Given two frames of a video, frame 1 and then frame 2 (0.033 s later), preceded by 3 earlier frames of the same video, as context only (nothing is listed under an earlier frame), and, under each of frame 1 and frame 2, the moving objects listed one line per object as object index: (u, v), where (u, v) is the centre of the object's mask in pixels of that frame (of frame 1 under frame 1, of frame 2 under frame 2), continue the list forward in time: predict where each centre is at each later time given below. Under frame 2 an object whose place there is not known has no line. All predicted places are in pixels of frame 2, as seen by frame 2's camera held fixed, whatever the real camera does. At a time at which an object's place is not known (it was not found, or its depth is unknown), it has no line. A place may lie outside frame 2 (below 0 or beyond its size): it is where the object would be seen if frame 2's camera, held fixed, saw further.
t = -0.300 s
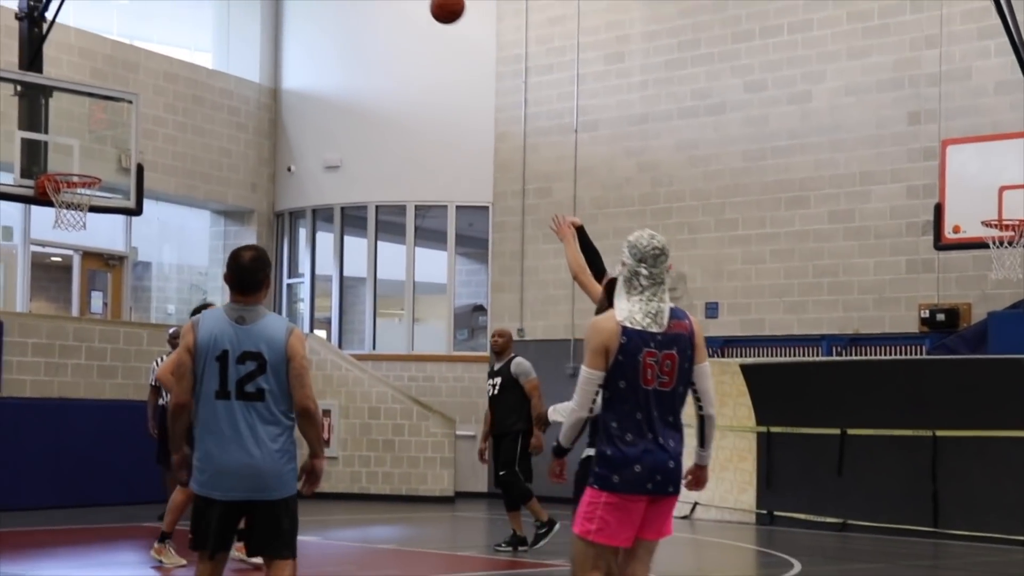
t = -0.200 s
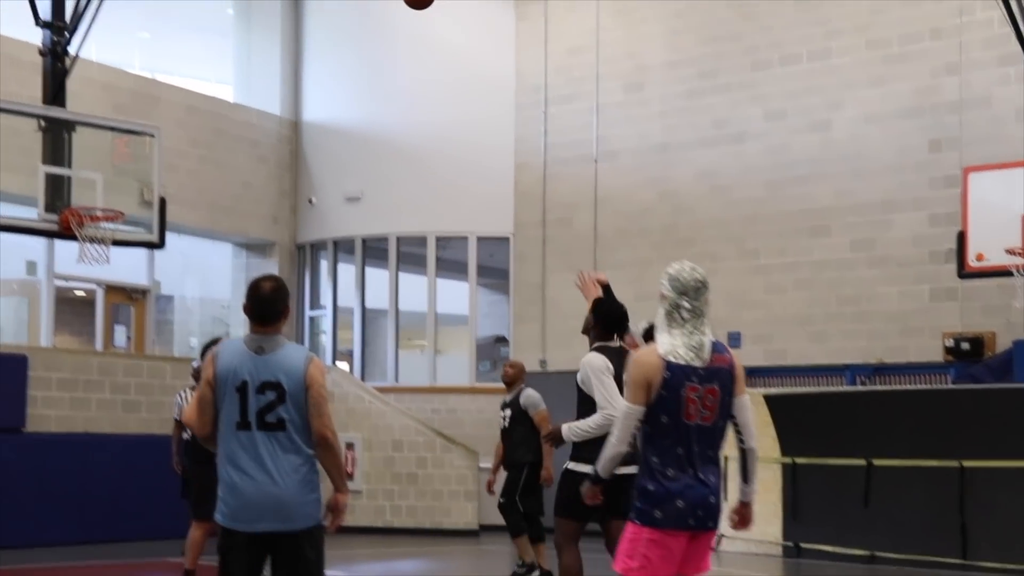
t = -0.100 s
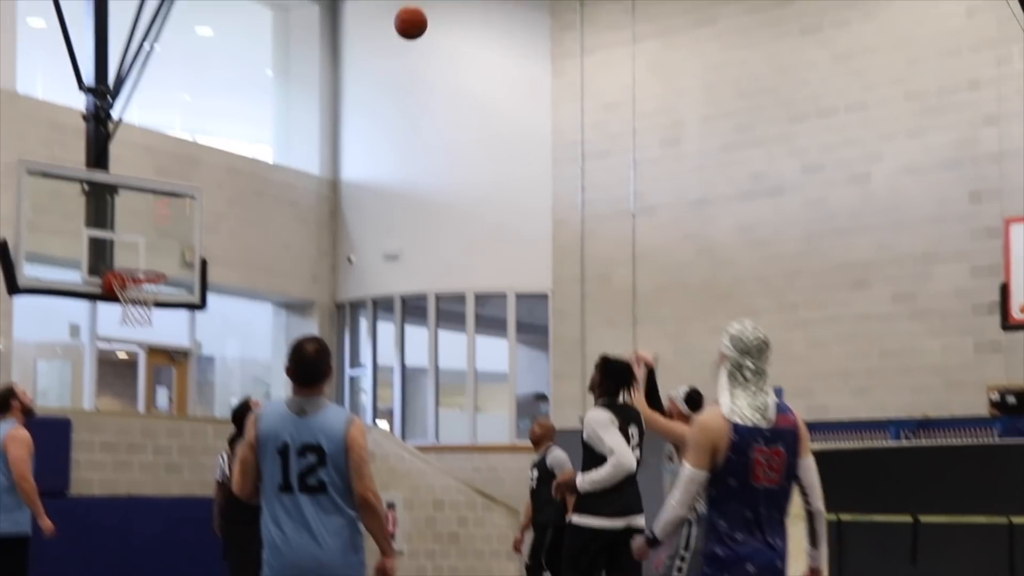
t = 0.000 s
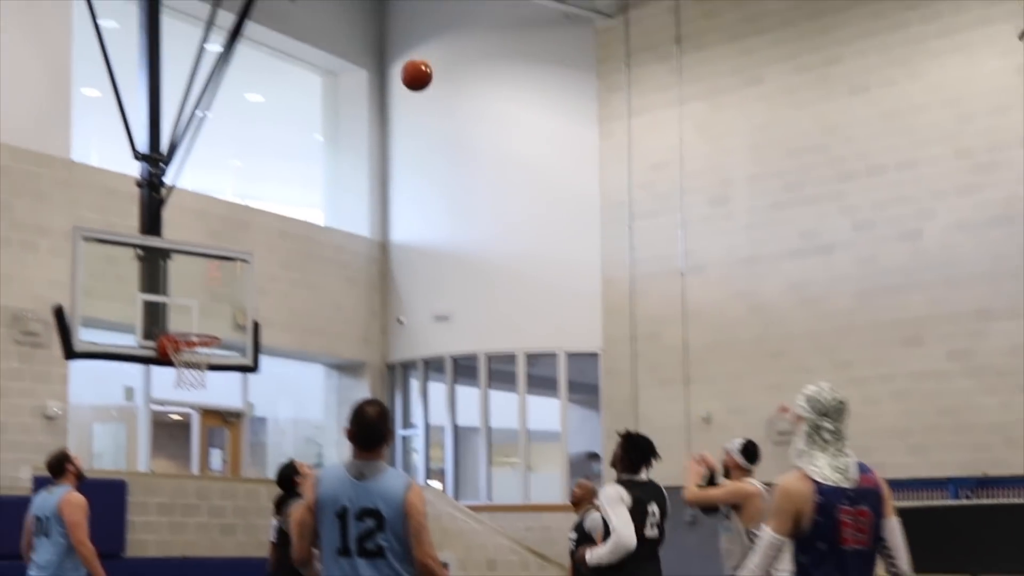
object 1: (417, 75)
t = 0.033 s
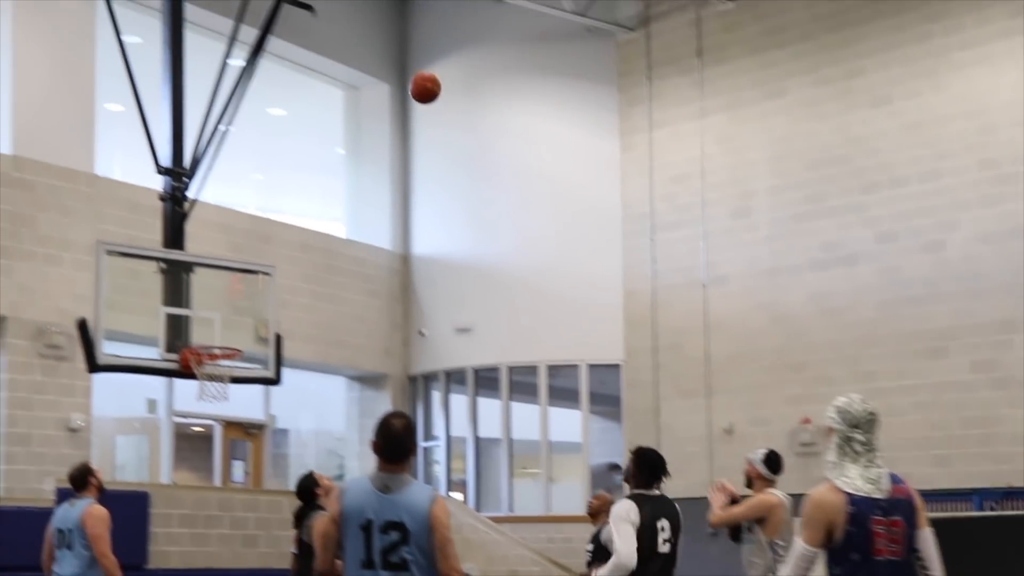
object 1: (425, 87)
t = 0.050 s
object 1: (418, 87)
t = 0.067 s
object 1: (412, 88)
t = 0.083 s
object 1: (405, 88)
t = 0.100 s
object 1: (398, 90)
